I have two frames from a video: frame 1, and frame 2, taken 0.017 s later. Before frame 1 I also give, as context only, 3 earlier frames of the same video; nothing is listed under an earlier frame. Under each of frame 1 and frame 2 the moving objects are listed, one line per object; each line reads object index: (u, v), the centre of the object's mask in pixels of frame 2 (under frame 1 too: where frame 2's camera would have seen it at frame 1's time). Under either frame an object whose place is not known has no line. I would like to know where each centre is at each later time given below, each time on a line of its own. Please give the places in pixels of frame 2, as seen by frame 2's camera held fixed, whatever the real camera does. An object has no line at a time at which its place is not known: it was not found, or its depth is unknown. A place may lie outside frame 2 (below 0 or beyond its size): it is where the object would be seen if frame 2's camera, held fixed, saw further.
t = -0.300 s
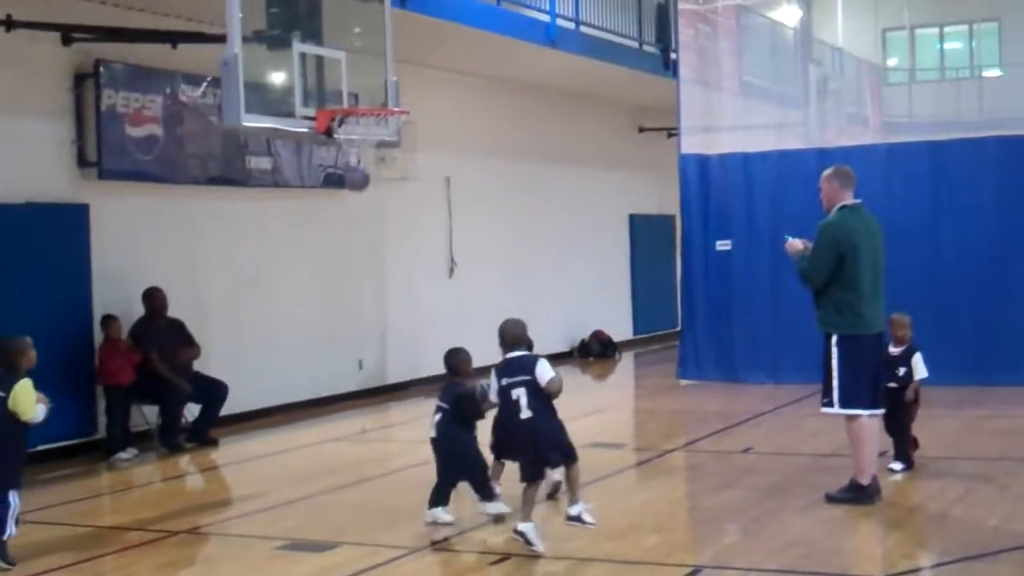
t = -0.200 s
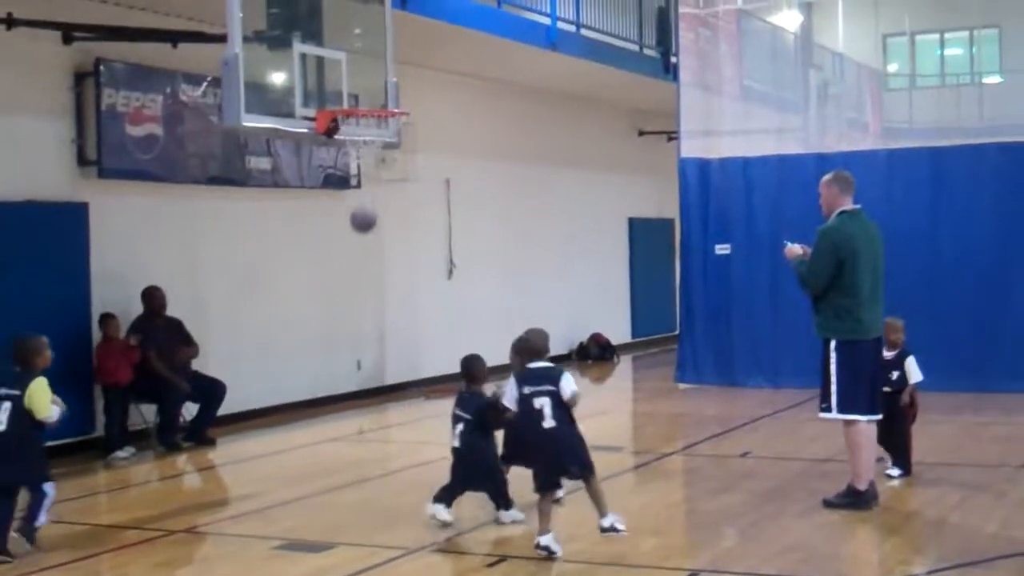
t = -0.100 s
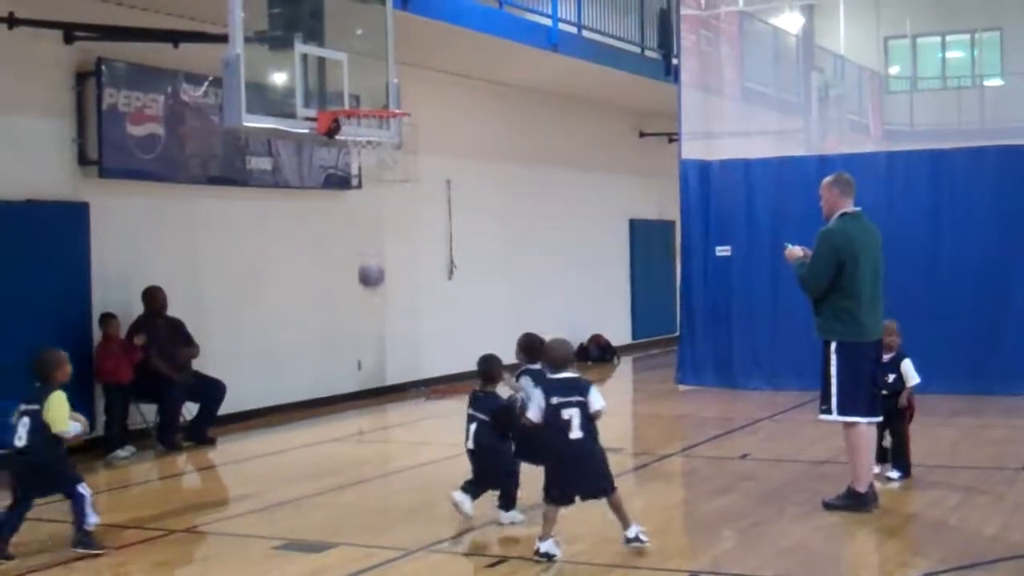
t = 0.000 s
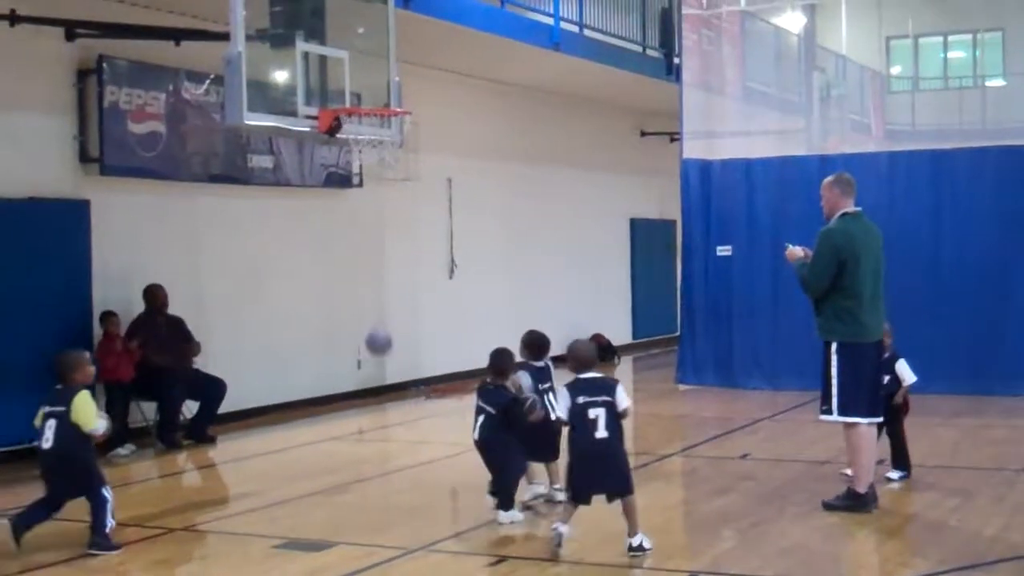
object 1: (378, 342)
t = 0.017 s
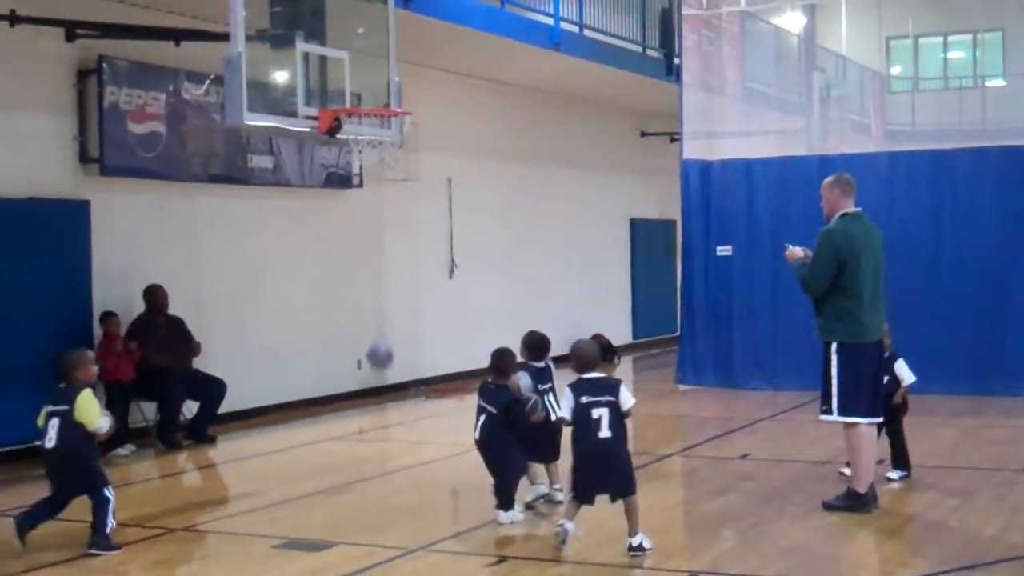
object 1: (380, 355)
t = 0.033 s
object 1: (380, 369)
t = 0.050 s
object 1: (382, 384)
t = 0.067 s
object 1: (384, 396)
